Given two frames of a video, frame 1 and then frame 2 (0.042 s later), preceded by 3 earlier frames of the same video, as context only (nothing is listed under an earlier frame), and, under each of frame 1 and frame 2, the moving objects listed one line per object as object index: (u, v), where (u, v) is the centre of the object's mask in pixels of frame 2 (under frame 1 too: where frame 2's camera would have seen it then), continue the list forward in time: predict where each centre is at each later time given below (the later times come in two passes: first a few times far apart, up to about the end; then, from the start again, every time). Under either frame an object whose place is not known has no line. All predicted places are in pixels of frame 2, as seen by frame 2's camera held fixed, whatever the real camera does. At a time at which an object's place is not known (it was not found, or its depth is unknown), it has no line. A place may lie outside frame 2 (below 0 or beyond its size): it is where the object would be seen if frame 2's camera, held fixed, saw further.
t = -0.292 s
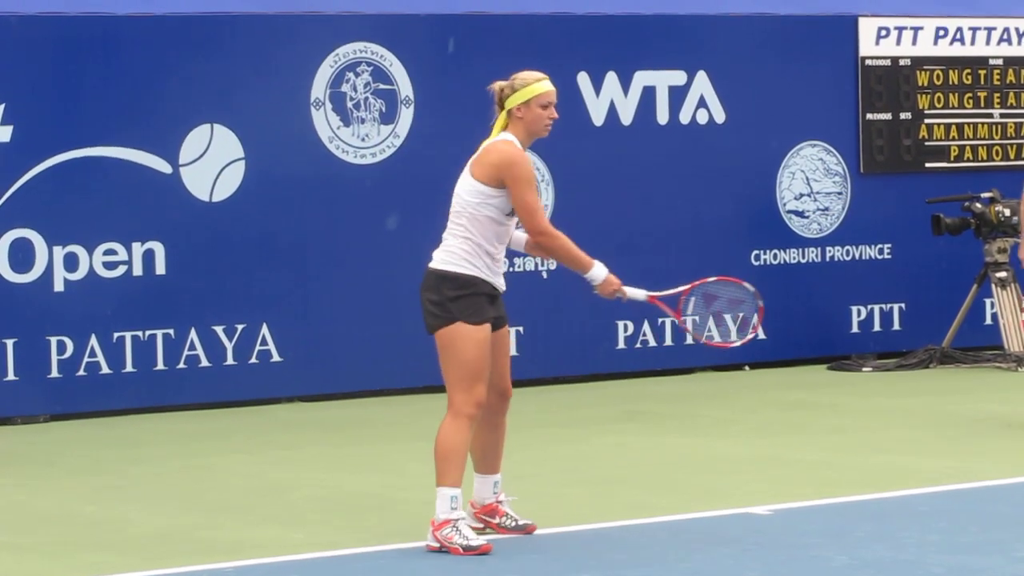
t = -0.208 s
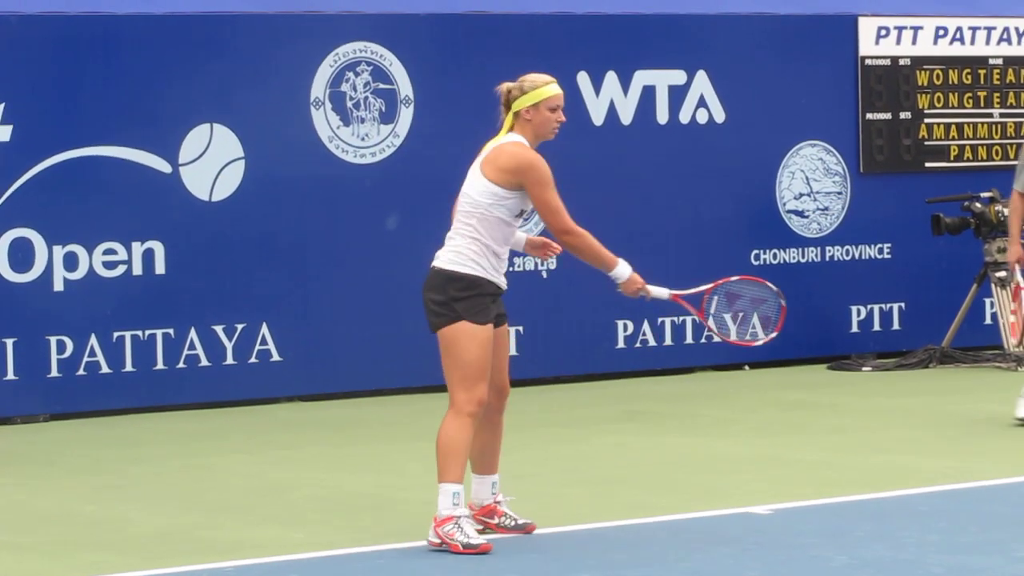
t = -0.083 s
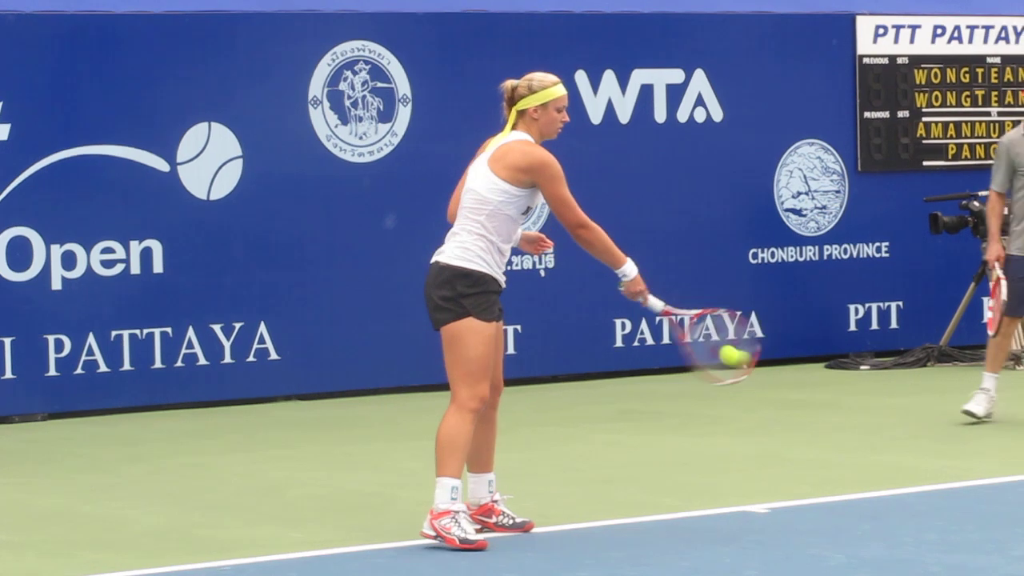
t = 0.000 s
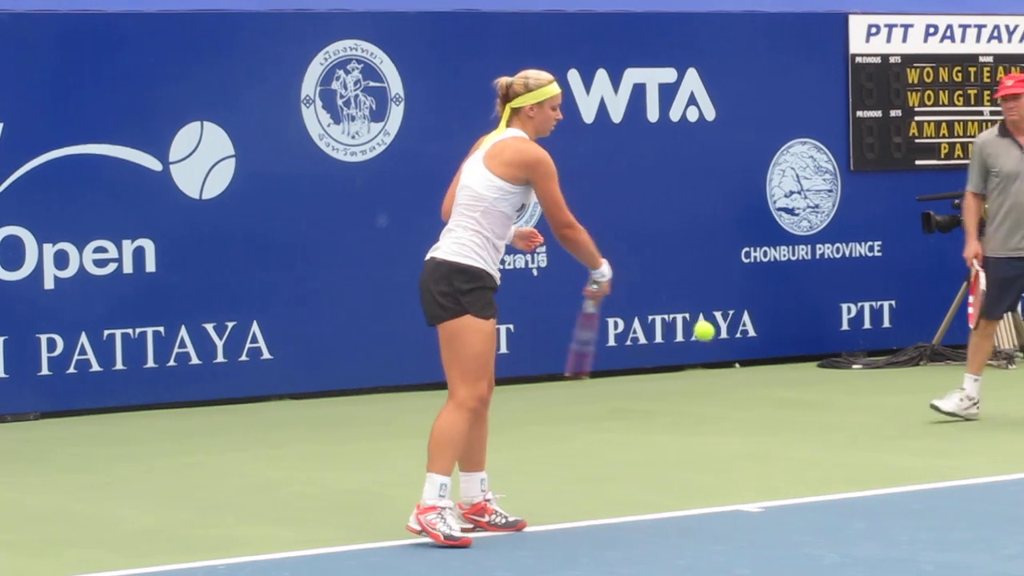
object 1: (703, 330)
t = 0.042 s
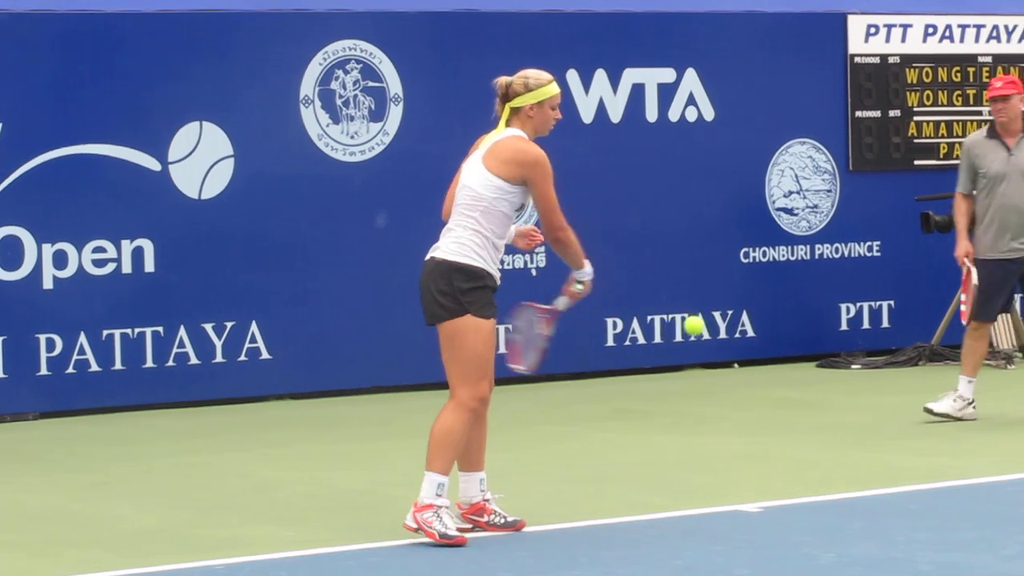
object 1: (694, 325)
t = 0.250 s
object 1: (649, 366)
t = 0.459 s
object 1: (604, 532)
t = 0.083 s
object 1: (685, 323)
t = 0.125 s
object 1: (676, 328)
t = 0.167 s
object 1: (667, 336)
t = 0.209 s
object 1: (658, 349)
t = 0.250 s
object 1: (649, 366)
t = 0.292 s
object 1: (640, 389)
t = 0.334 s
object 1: (632, 417)
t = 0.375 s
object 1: (623, 450)
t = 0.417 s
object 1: (614, 487)
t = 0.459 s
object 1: (604, 532)
